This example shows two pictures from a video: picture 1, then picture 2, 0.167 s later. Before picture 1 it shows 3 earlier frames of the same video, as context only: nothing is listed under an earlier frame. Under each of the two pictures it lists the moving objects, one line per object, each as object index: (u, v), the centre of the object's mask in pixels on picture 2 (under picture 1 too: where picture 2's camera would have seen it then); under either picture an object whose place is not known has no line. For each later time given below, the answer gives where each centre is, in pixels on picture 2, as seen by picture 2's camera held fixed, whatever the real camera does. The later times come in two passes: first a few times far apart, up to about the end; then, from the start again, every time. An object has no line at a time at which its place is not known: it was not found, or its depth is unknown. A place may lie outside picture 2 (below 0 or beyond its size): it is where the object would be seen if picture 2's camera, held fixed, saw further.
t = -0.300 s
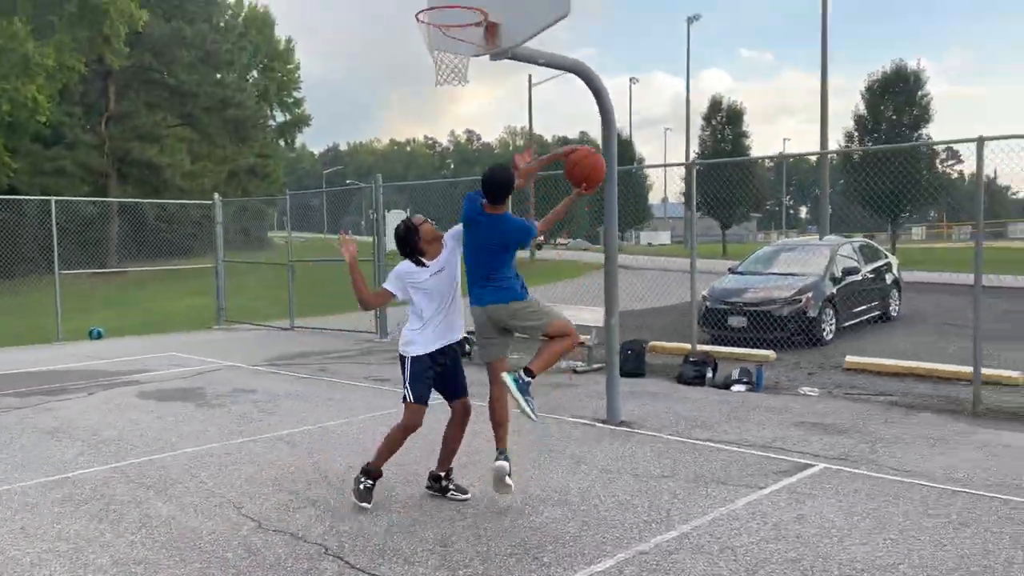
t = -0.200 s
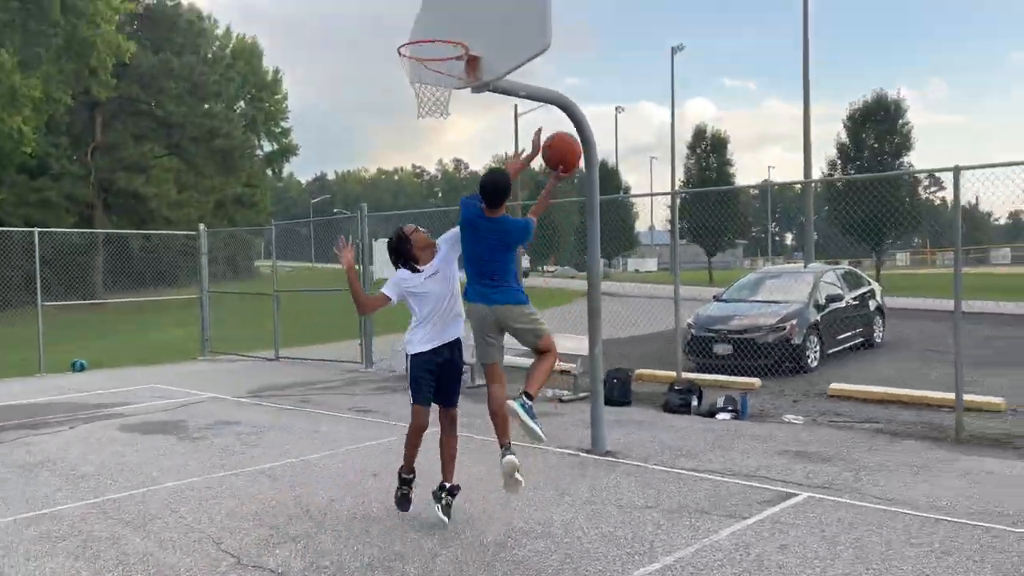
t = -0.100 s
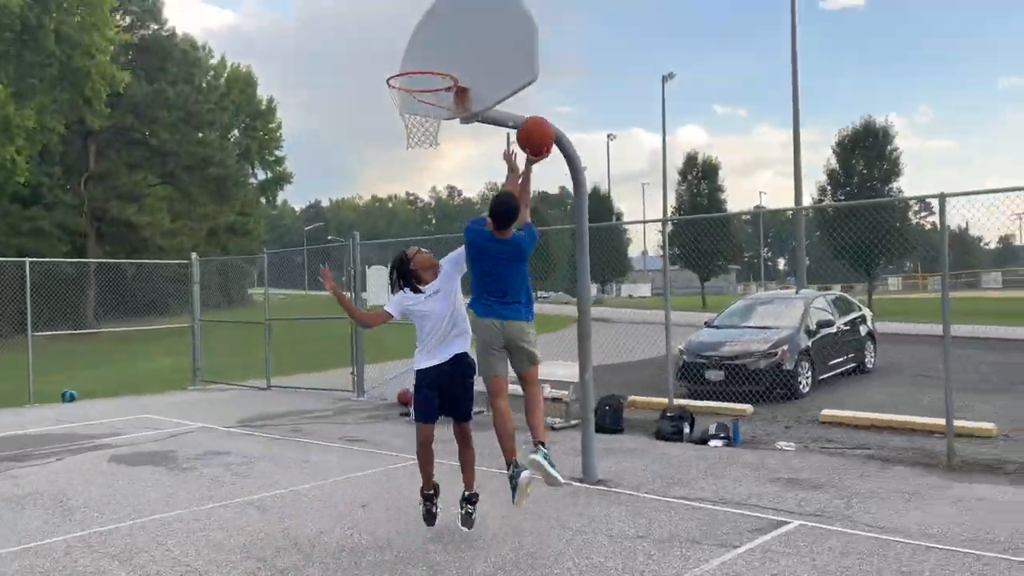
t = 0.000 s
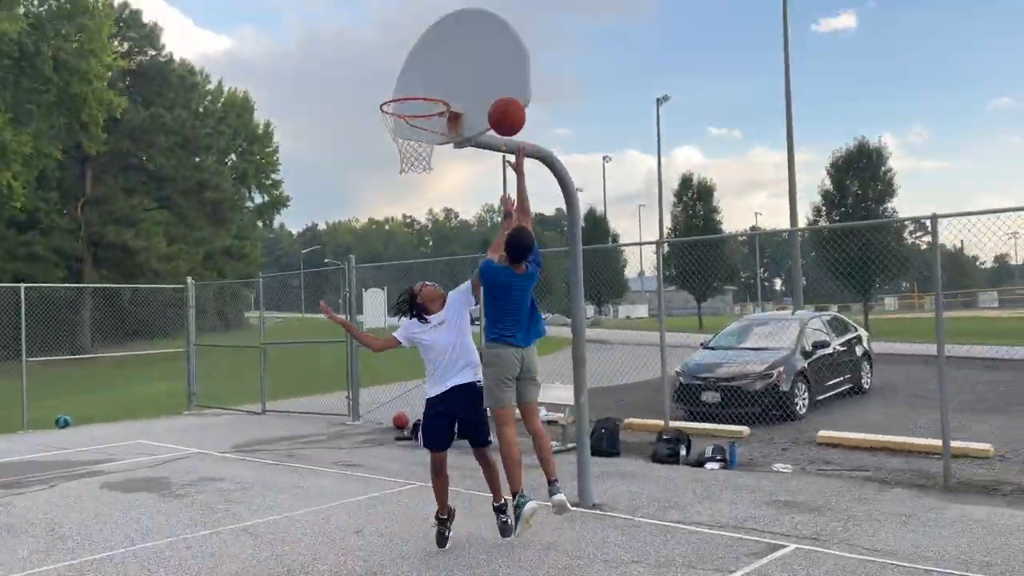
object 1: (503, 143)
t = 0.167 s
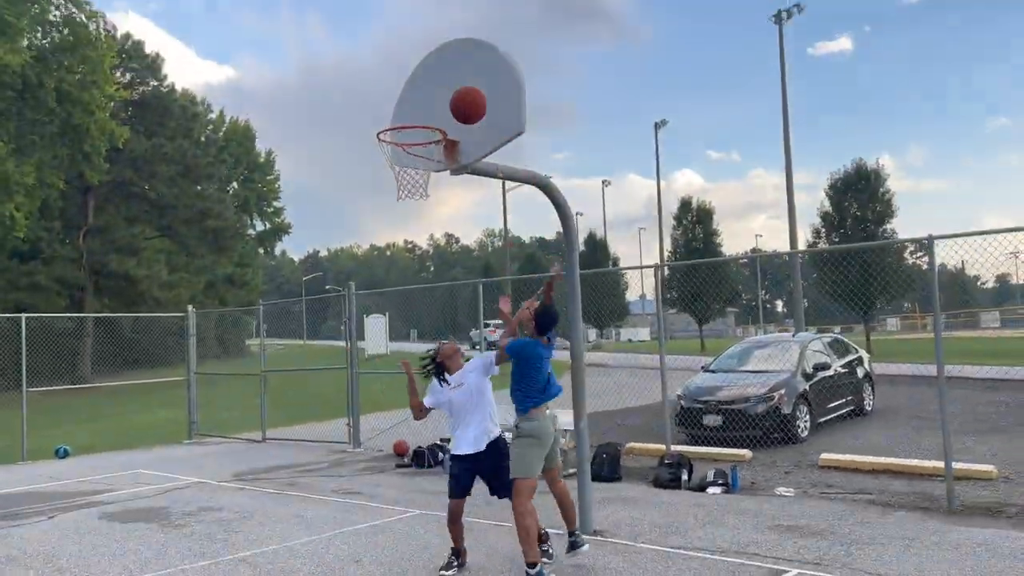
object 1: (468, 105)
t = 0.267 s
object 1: (449, 102)
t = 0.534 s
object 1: (407, 161)
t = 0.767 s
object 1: (397, 188)
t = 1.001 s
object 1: (396, 275)
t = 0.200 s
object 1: (462, 103)
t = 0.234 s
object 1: (455, 102)
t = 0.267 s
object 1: (449, 102)
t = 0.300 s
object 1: (443, 105)
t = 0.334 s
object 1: (438, 109)
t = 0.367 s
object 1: (432, 113)
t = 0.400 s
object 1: (427, 121)
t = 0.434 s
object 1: (421, 129)
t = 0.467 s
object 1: (416, 139)
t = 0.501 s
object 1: (411, 150)
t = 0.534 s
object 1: (407, 161)
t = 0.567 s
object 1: (403, 168)
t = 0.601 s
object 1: (401, 173)
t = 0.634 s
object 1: (399, 175)
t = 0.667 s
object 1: (398, 176)
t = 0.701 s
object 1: (397, 179)
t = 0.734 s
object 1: (397, 183)
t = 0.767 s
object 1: (397, 188)
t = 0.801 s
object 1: (396, 197)
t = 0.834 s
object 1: (396, 205)
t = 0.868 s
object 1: (396, 216)
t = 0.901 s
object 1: (396, 228)
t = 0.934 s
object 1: (396, 242)
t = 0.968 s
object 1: (396, 258)
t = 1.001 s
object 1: (396, 275)
